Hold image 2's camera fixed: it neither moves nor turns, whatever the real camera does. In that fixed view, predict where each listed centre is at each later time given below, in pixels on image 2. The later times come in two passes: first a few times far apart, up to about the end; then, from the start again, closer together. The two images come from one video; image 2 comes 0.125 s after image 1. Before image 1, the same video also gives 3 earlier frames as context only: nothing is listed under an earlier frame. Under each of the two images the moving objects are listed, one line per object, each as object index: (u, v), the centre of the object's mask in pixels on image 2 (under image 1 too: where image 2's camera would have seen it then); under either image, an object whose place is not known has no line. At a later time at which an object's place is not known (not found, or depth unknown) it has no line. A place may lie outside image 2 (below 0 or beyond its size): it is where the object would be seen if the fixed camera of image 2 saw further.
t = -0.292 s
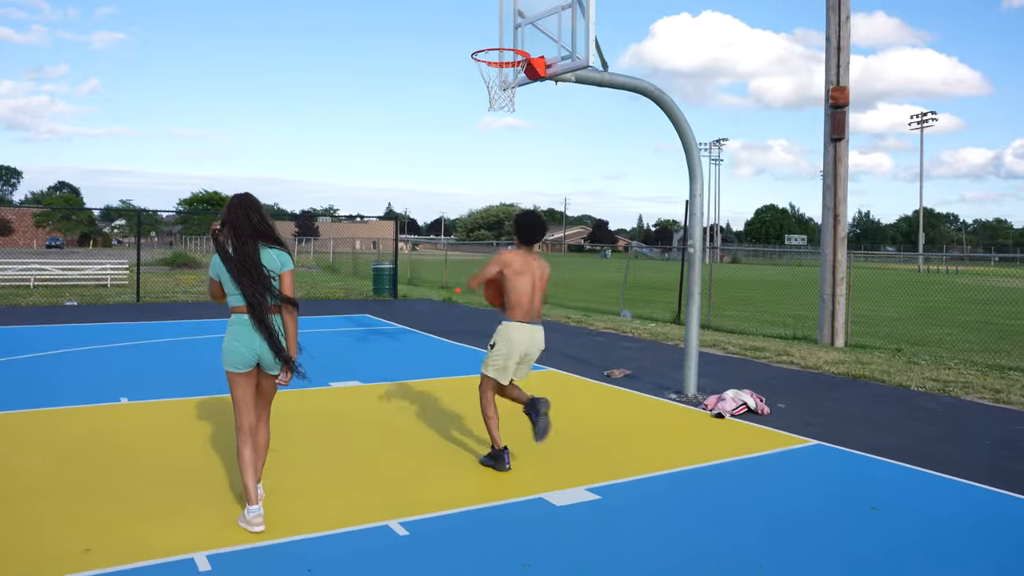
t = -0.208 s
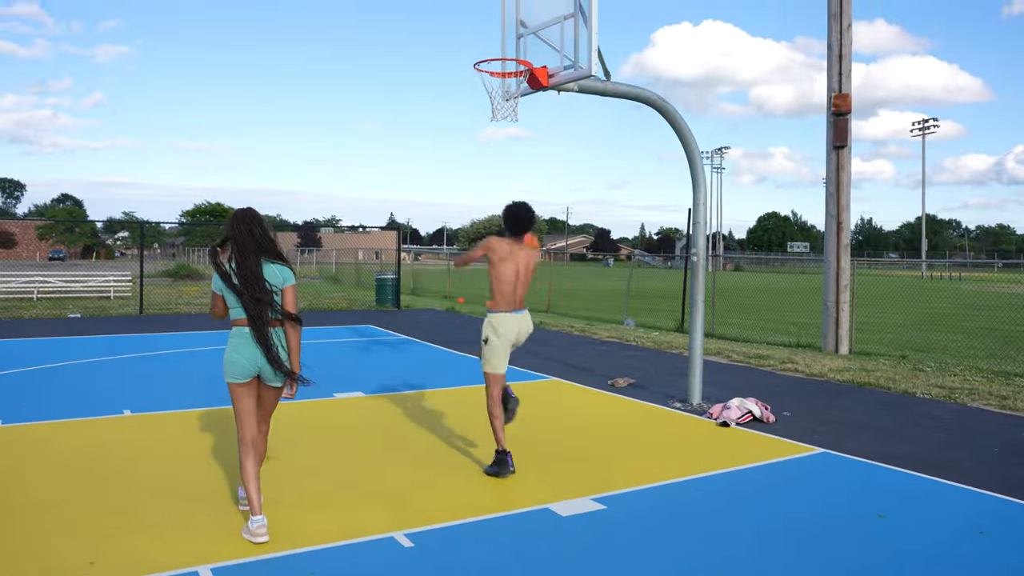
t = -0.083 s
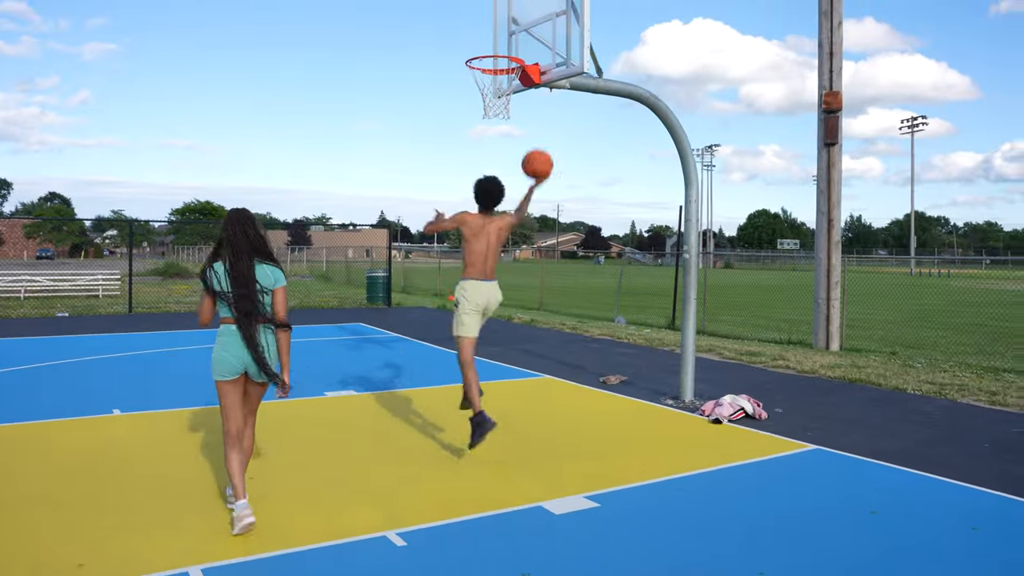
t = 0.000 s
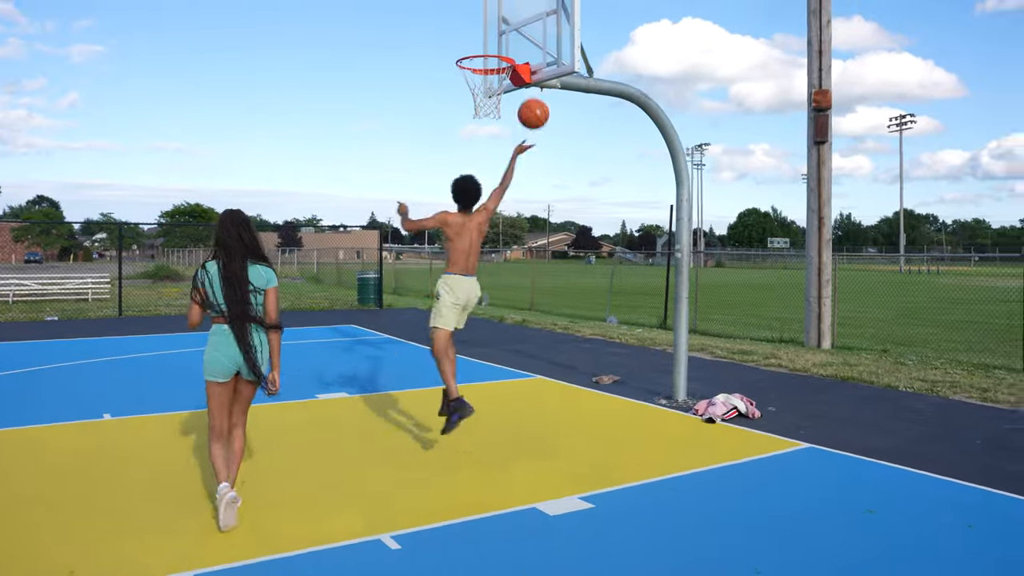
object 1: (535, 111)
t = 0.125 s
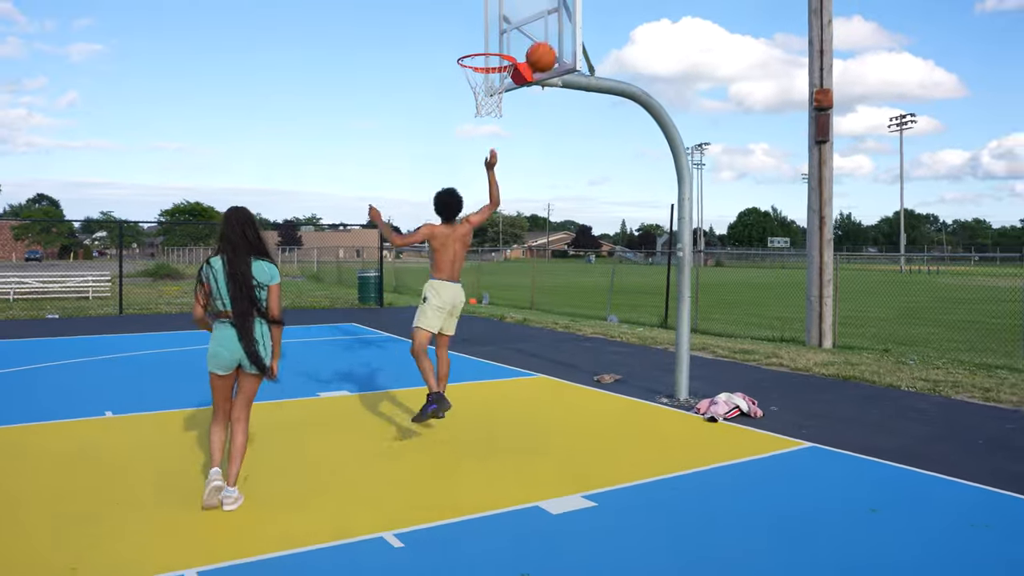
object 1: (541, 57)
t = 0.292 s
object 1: (526, 27)
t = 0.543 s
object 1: (489, 42)
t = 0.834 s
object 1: (485, 127)
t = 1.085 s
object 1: (499, 261)
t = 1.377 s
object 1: (526, 354)
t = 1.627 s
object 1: (567, 238)
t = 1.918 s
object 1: (613, 195)
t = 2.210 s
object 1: (651, 253)
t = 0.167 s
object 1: (543, 44)
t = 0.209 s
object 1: (539, 36)
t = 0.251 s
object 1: (533, 29)
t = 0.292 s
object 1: (526, 27)
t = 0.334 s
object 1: (520, 26)
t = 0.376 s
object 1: (514, 26)
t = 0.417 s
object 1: (508, 27)
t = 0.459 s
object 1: (502, 31)
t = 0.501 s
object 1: (495, 36)
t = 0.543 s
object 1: (489, 42)
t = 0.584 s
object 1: (482, 53)
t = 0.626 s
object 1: (476, 65)
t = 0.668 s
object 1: (475, 77)
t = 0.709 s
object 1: (476, 89)
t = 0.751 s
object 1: (479, 100)
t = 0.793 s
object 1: (482, 115)
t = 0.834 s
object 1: (485, 127)
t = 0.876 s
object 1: (487, 144)
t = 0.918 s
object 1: (489, 163)
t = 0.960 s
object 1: (491, 184)
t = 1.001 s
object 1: (494, 208)
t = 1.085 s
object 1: (499, 261)
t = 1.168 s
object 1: (504, 323)
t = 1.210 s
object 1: (506, 354)
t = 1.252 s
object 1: (508, 390)
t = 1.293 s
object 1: (511, 409)
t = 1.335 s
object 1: (518, 380)
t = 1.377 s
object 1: (526, 354)
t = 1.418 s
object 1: (532, 330)
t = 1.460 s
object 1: (539, 308)
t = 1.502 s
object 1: (546, 287)
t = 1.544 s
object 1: (553, 269)
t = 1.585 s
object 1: (560, 253)
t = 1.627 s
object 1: (567, 238)
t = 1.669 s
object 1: (574, 227)
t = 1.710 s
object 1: (581, 216)
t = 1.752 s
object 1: (588, 208)
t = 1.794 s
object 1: (594, 202)
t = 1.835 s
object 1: (601, 197)
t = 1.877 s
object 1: (607, 195)
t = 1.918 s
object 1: (613, 195)
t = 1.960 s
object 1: (620, 198)
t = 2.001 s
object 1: (627, 202)
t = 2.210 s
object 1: (651, 253)
